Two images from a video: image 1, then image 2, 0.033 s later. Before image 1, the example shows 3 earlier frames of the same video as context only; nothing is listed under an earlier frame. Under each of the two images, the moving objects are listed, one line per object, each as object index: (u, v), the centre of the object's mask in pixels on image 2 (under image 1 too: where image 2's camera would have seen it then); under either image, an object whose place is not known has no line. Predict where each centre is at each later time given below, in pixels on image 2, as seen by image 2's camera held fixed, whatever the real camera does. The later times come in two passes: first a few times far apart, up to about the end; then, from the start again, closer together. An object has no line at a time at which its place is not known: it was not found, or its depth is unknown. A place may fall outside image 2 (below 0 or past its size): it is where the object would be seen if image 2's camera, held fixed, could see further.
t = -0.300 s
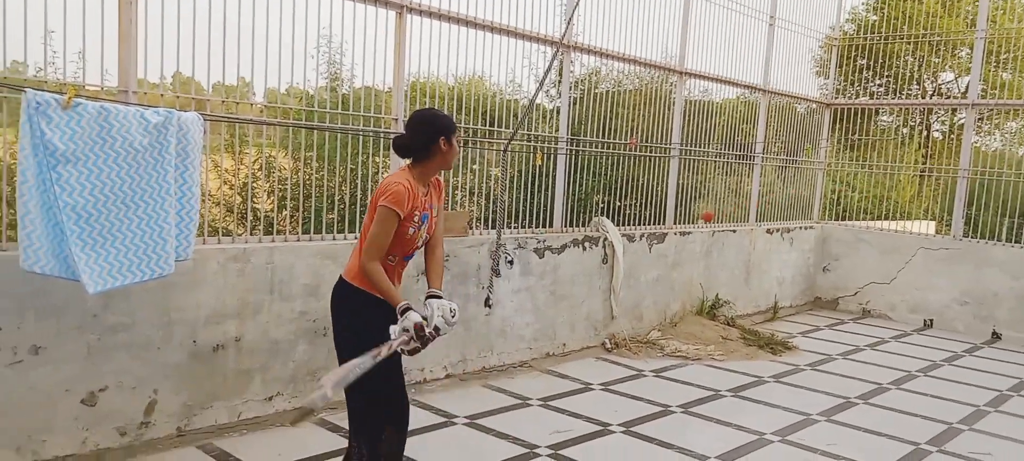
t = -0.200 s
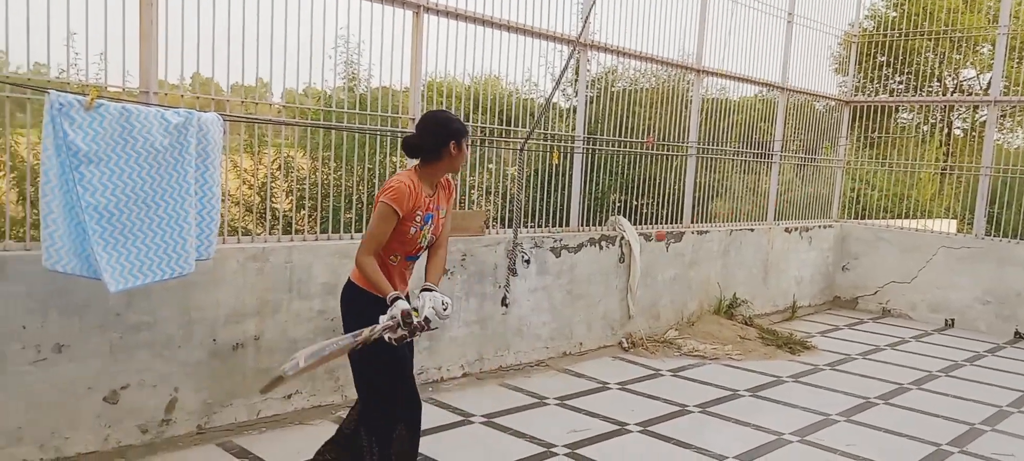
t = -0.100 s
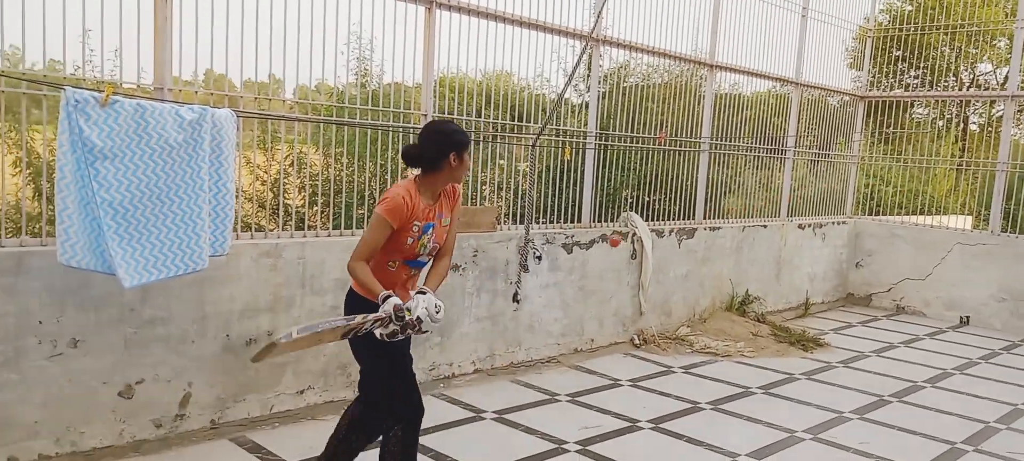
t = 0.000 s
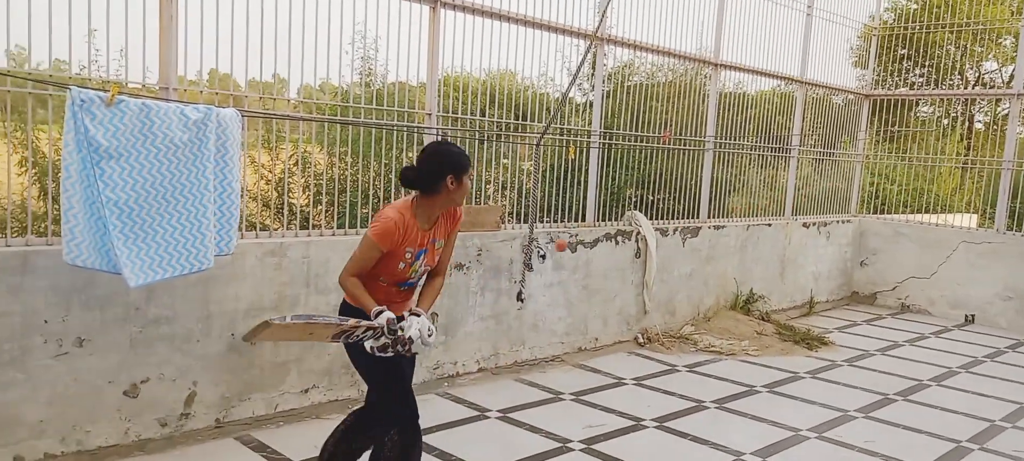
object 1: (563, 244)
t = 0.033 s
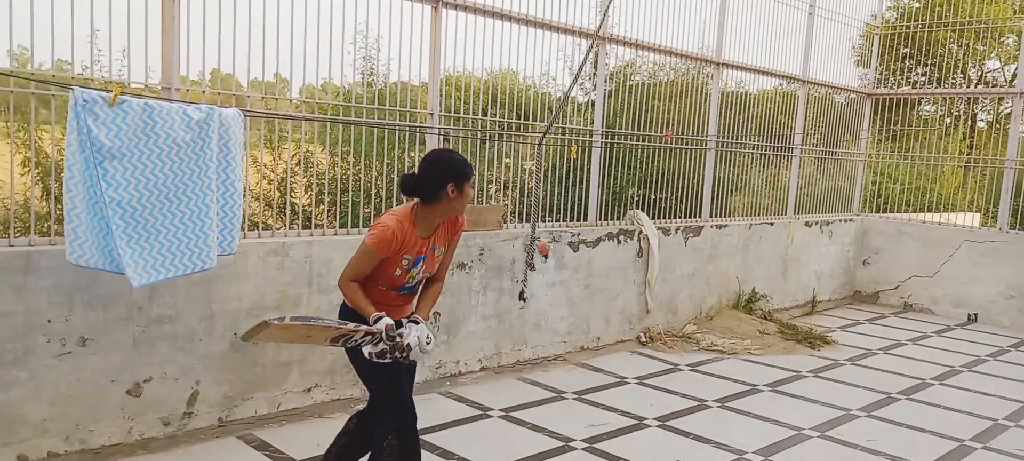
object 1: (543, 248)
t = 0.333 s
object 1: (344, 277)
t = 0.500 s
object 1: (239, 276)
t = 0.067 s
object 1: (528, 249)
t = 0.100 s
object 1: (501, 258)
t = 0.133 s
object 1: (479, 264)
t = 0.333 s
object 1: (344, 277)
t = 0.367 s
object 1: (323, 276)
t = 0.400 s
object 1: (303, 274)
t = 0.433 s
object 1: (282, 273)
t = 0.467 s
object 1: (261, 274)
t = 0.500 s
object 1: (239, 276)
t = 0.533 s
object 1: (218, 278)
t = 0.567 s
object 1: (198, 283)
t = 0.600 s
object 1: (178, 289)
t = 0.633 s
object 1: (162, 295)
